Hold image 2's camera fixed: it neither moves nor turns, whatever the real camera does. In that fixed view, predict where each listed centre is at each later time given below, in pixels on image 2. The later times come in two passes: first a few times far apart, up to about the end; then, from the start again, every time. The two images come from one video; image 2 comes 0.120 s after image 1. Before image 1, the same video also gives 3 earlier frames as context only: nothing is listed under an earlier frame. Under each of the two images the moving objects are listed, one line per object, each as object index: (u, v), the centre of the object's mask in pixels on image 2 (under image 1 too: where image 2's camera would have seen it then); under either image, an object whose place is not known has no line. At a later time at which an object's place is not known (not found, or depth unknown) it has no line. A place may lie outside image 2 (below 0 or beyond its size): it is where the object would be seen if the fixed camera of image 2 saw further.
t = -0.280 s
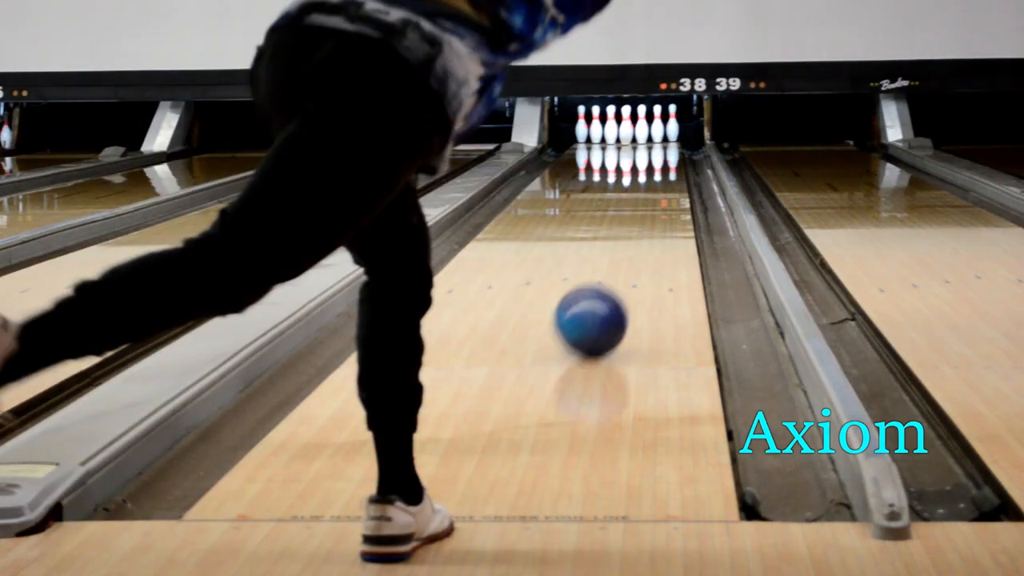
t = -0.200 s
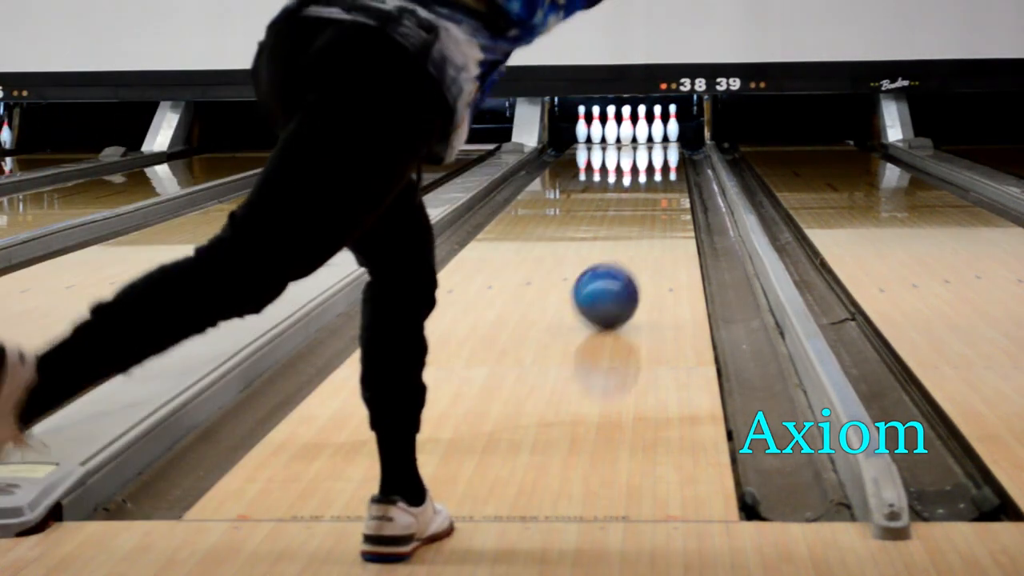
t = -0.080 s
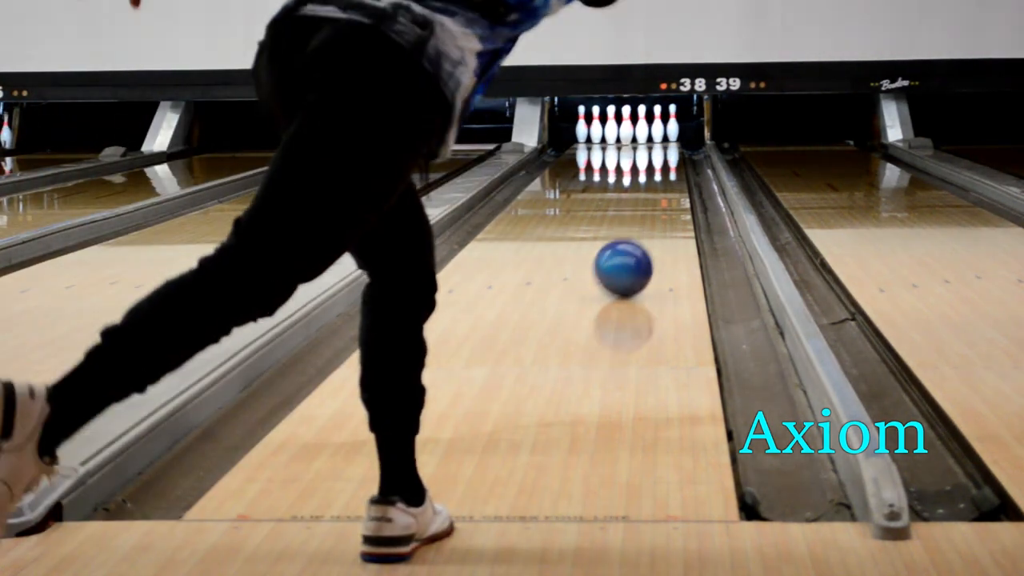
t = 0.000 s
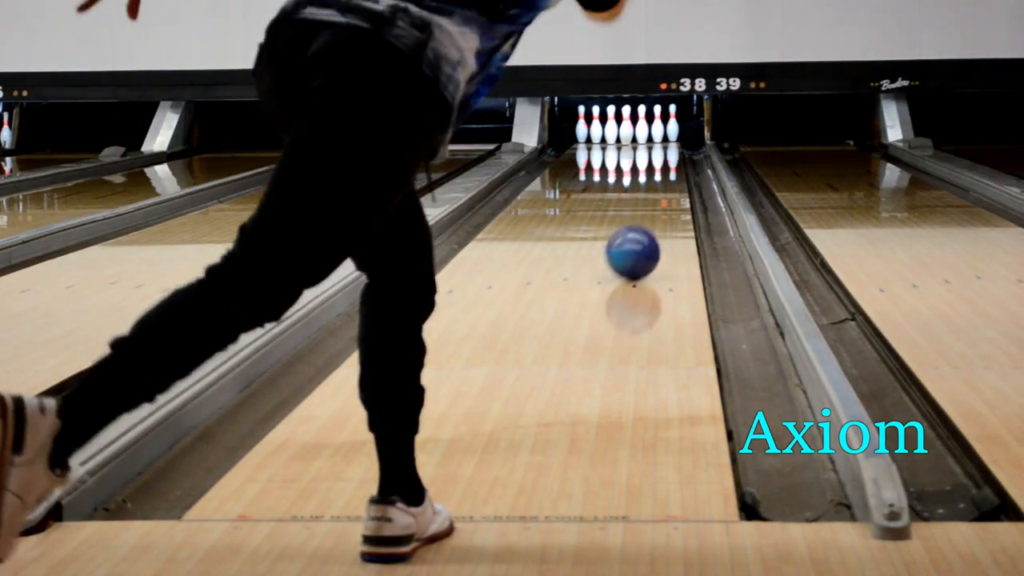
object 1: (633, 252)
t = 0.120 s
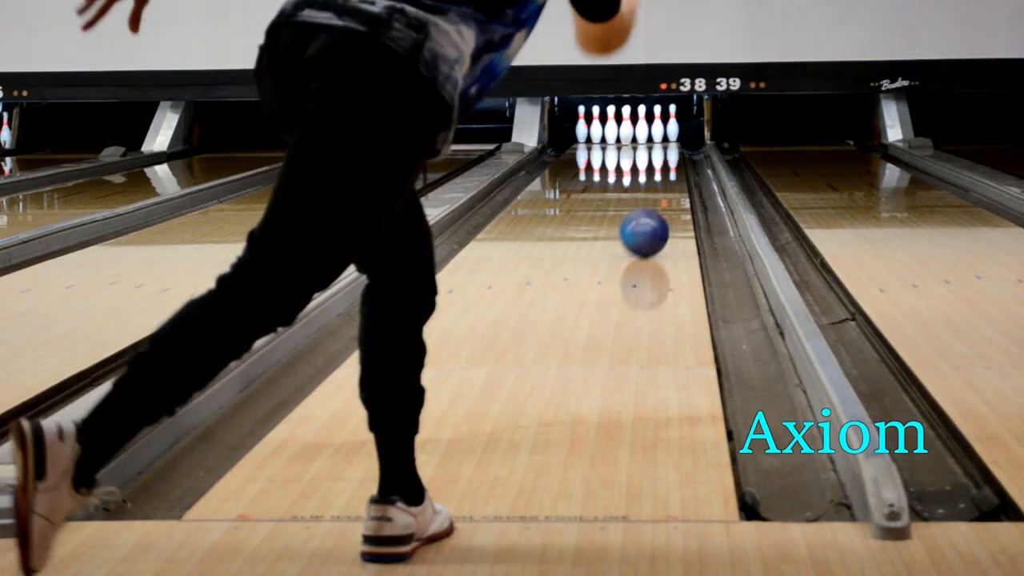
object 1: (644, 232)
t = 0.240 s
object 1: (653, 216)
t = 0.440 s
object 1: (664, 195)
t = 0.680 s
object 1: (672, 176)
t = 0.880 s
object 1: (675, 162)
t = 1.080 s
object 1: (671, 153)
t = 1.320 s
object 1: (661, 144)
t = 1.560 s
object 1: (643, 138)
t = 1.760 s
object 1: (632, 133)
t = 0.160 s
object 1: (648, 226)
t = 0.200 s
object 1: (650, 221)
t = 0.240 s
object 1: (653, 216)
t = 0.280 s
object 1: (656, 212)
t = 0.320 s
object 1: (658, 207)
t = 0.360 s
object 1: (660, 203)
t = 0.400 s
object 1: (662, 198)
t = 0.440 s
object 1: (664, 195)
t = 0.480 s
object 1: (666, 191)
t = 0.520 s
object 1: (668, 188)
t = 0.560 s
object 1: (669, 185)
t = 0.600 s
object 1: (671, 182)
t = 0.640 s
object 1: (671, 178)
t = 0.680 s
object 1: (672, 176)
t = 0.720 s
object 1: (673, 173)
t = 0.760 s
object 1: (673, 171)
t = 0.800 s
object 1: (675, 168)
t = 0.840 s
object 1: (675, 164)
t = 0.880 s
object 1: (675, 162)
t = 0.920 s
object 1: (675, 160)
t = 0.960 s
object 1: (674, 158)
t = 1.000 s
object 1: (673, 156)
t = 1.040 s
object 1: (673, 154)
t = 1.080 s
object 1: (671, 153)
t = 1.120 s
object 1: (671, 152)
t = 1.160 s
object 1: (669, 150)
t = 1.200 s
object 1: (667, 148)
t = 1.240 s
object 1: (666, 147)
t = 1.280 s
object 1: (663, 145)
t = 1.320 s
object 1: (661, 144)
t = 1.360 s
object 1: (658, 143)
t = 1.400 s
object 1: (656, 142)
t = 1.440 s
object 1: (653, 140)
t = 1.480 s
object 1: (650, 139)
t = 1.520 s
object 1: (647, 139)
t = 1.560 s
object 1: (643, 138)
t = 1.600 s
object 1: (640, 137)
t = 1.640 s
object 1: (636, 136)
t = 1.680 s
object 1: (633, 134)
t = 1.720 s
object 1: (633, 134)
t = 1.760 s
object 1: (632, 133)
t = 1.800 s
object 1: (631, 133)
